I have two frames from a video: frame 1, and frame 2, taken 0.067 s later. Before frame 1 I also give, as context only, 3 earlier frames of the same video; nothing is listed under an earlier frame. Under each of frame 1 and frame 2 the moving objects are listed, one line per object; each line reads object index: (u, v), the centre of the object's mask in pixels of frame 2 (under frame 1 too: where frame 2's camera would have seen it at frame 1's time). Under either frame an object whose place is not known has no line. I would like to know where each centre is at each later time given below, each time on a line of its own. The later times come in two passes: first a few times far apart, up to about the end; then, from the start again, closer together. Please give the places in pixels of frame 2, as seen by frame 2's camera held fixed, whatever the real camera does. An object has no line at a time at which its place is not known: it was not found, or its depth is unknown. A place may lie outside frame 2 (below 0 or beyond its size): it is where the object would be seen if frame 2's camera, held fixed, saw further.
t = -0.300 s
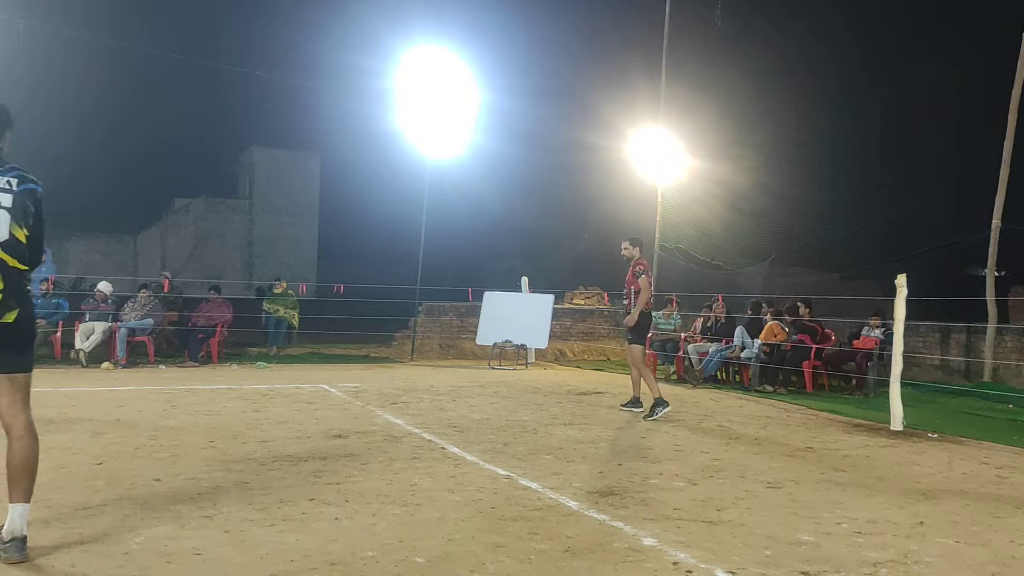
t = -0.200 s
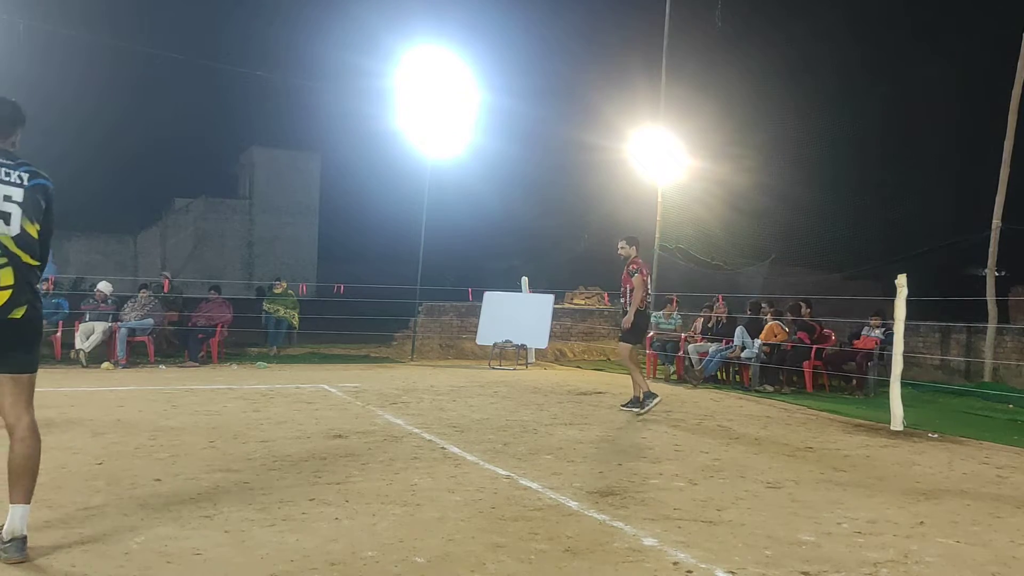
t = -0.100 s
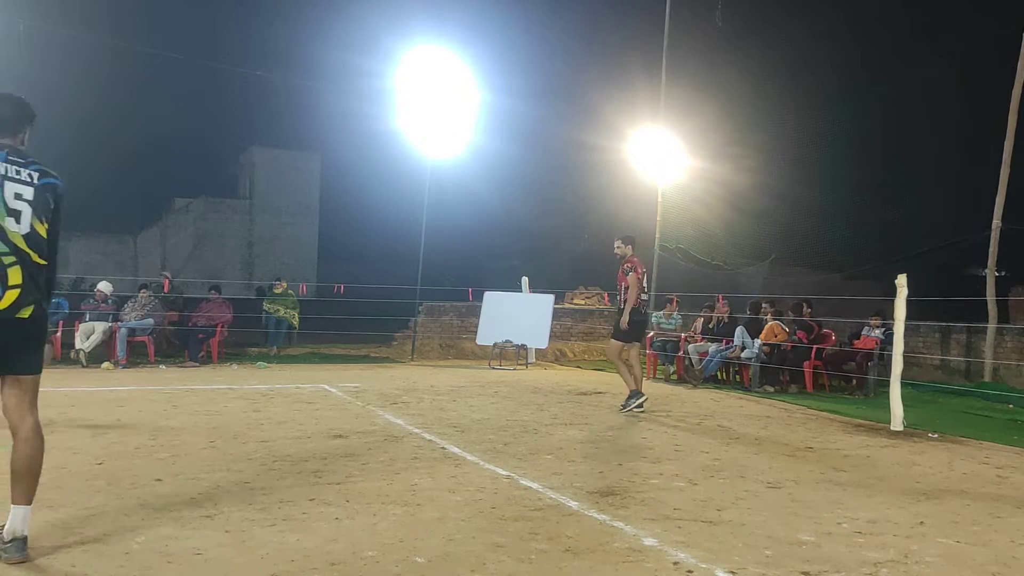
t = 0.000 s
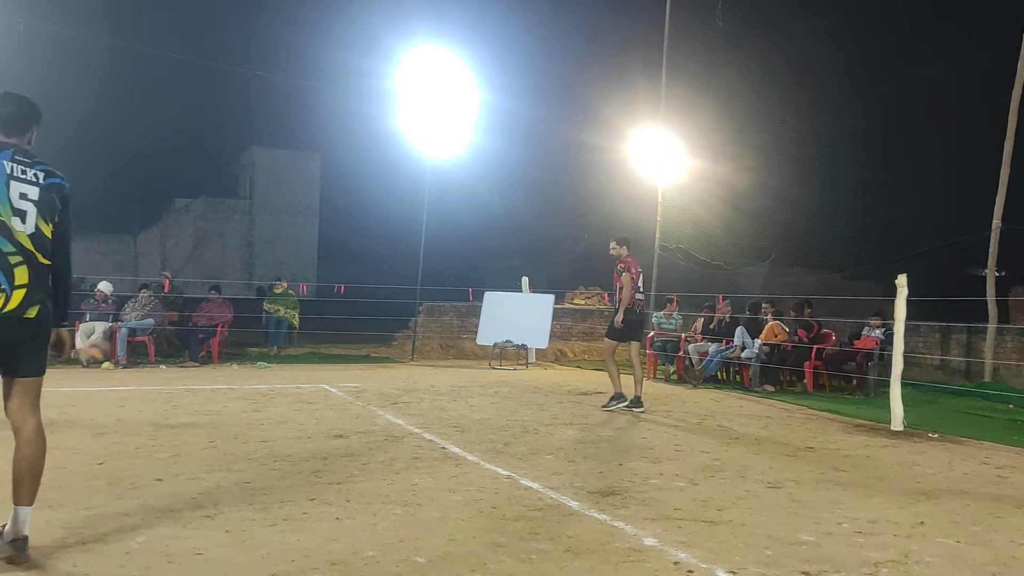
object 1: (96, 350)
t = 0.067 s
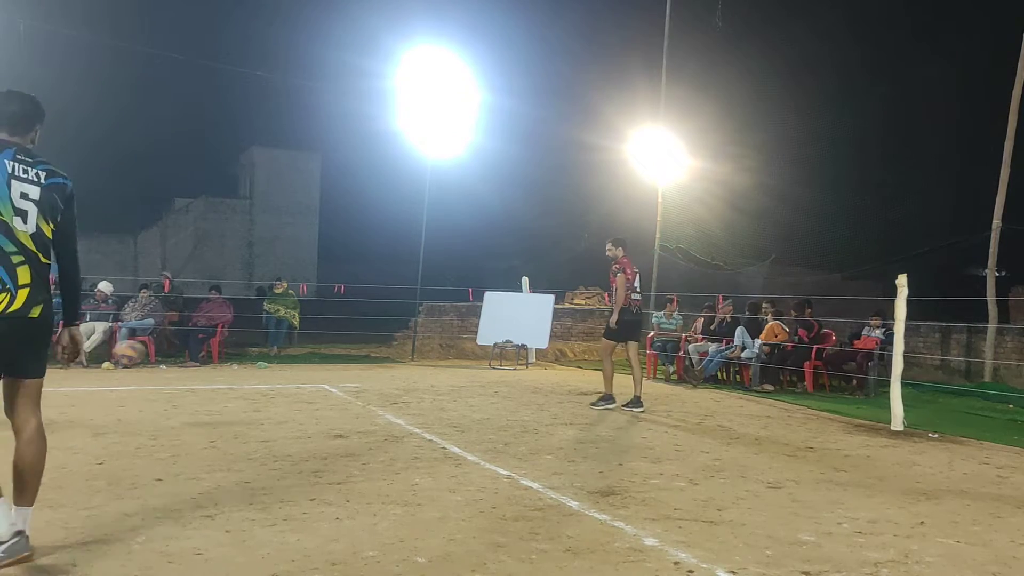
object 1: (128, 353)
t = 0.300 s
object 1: (244, 402)
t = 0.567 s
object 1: (355, 358)
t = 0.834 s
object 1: (457, 393)
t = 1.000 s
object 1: (513, 376)
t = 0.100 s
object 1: (145, 355)
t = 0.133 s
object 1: (164, 360)
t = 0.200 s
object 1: (194, 372)
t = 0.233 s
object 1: (212, 380)
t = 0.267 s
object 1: (228, 391)
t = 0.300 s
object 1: (244, 402)
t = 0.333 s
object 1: (258, 394)
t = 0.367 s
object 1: (272, 386)
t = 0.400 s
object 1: (287, 379)
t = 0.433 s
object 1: (301, 371)
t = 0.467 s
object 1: (315, 366)
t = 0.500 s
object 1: (328, 363)
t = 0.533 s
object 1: (341, 360)
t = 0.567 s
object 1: (355, 358)
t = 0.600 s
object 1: (367, 359)
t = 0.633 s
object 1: (381, 359)
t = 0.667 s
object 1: (394, 363)
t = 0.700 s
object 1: (406, 366)
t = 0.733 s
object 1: (419, 370)
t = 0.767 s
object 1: (431, 376)
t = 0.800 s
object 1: (446, 384)
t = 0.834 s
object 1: (457, 393)
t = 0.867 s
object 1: (467, 398)
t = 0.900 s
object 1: (479, 389)
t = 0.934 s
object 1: (491, 384)
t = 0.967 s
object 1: (503, 379)
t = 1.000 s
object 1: (513, 376)
